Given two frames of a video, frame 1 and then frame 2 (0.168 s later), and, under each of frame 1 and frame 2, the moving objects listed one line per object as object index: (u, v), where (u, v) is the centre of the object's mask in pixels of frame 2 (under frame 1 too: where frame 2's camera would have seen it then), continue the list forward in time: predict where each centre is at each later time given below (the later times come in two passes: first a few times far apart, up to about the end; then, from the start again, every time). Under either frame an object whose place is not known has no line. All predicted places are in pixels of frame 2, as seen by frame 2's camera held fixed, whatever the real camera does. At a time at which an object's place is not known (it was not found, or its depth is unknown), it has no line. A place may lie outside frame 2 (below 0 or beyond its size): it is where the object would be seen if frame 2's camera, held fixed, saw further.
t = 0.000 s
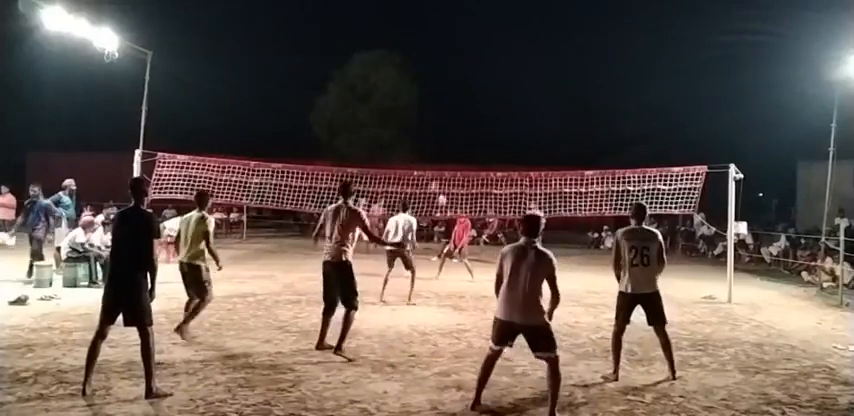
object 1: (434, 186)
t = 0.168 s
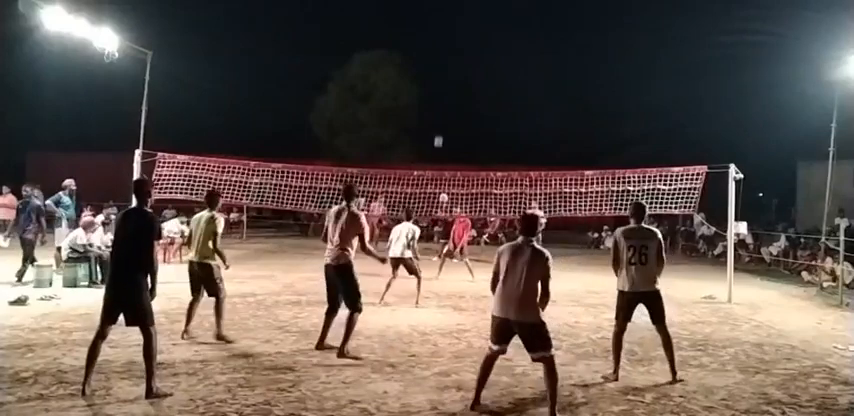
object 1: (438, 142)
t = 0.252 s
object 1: (440, 121)
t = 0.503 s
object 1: (450, 70)
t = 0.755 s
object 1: (464, 43)
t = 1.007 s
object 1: (482, 52)
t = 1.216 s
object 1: (504, 105)
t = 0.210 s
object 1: (439, 131)
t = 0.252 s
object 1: (440, 121)
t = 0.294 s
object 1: (442, 111)
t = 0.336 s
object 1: (443, 102)
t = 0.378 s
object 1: (445, 93)
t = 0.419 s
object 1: (447, 85)
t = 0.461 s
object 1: (448, 78)
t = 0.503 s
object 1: (450, 70)
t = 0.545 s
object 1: (452, 64)
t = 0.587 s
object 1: (455, 58)
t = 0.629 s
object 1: (457, 53)
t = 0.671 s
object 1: (459, 49)
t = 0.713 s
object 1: (461, 46)
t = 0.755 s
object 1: (464, 43)
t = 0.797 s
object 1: (467, 42)
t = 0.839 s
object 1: (469, 41)
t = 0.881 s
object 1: (472, 42)
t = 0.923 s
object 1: (475, 44)
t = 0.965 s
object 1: (479, 48)
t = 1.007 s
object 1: (482, 52)
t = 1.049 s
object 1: (486, 59)
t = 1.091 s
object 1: (490, 67)
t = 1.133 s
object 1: (495, 78)
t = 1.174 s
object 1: (499, 91)
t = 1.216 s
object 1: (504, 105)
